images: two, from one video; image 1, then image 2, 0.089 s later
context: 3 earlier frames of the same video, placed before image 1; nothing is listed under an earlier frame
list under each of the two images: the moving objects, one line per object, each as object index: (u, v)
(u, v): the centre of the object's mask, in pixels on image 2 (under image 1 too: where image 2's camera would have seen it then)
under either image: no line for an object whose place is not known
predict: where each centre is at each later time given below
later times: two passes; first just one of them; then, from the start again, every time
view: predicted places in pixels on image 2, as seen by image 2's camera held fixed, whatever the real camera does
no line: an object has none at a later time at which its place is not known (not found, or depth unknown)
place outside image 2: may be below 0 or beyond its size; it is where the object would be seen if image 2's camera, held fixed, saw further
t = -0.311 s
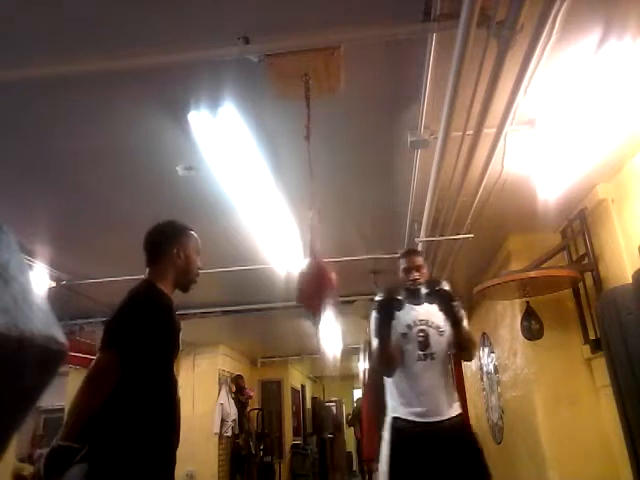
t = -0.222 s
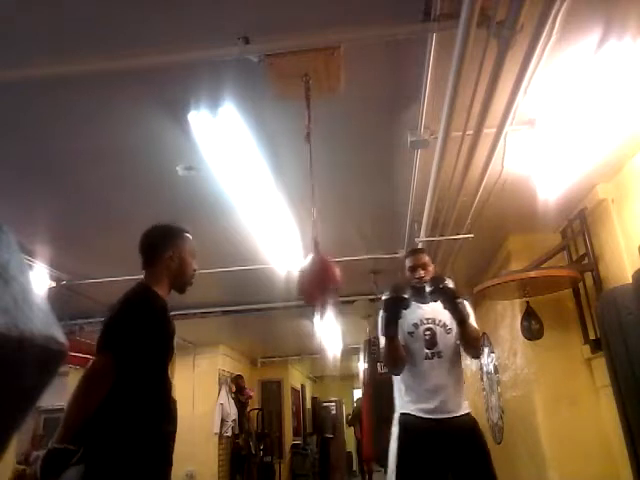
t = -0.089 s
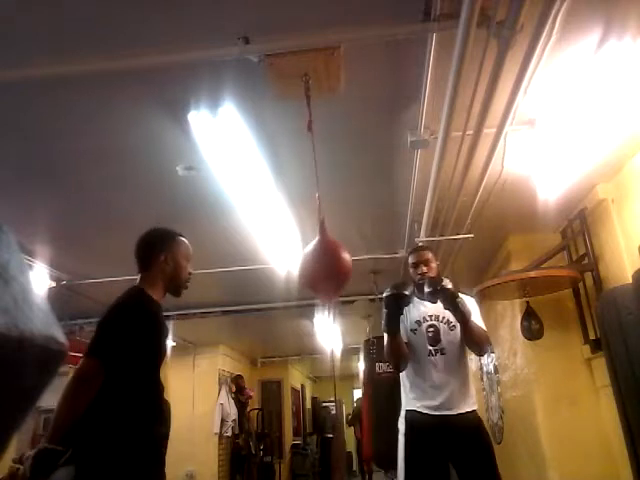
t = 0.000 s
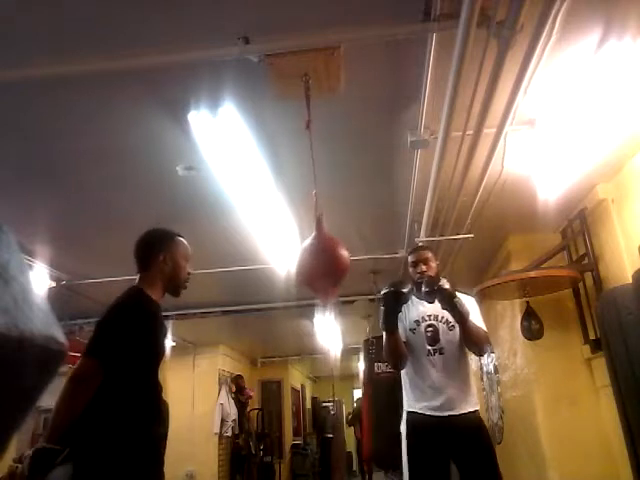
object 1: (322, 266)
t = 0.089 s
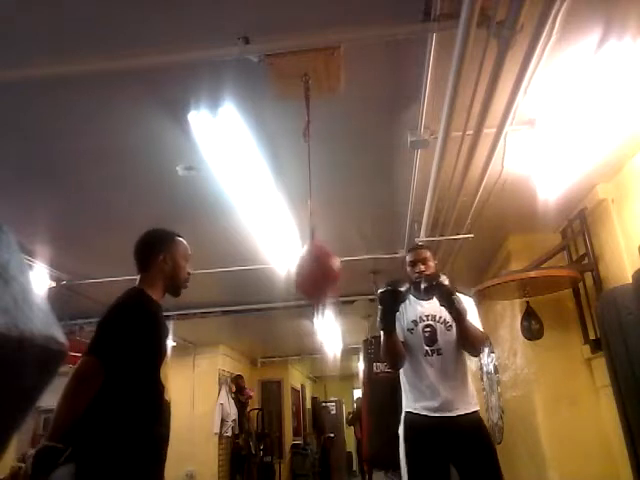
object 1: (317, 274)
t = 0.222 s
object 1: (317, 287)
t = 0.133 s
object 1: (316, 283)
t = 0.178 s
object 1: (316, 286)
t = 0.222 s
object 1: (317, 287)
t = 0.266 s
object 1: (319, 283)
